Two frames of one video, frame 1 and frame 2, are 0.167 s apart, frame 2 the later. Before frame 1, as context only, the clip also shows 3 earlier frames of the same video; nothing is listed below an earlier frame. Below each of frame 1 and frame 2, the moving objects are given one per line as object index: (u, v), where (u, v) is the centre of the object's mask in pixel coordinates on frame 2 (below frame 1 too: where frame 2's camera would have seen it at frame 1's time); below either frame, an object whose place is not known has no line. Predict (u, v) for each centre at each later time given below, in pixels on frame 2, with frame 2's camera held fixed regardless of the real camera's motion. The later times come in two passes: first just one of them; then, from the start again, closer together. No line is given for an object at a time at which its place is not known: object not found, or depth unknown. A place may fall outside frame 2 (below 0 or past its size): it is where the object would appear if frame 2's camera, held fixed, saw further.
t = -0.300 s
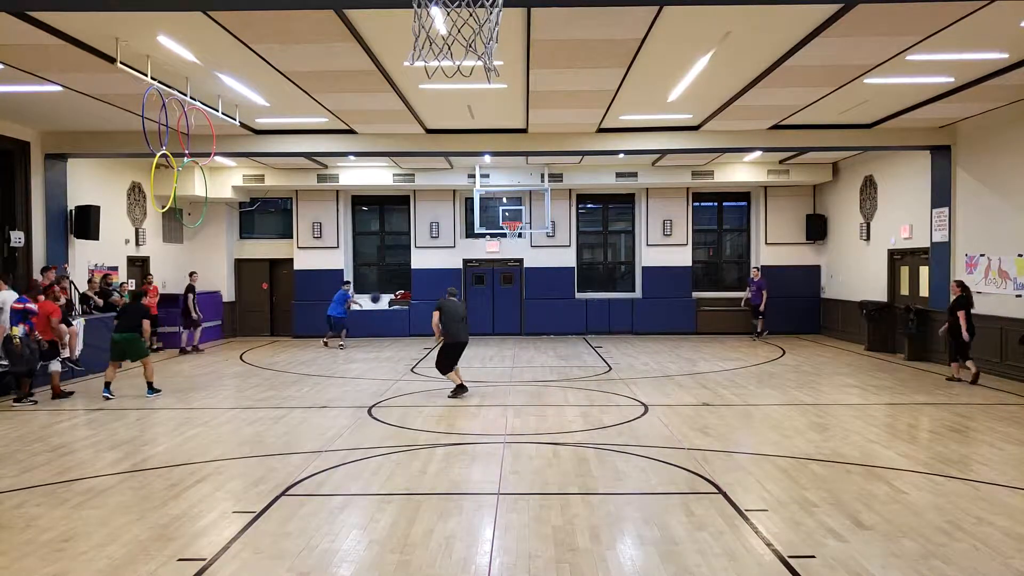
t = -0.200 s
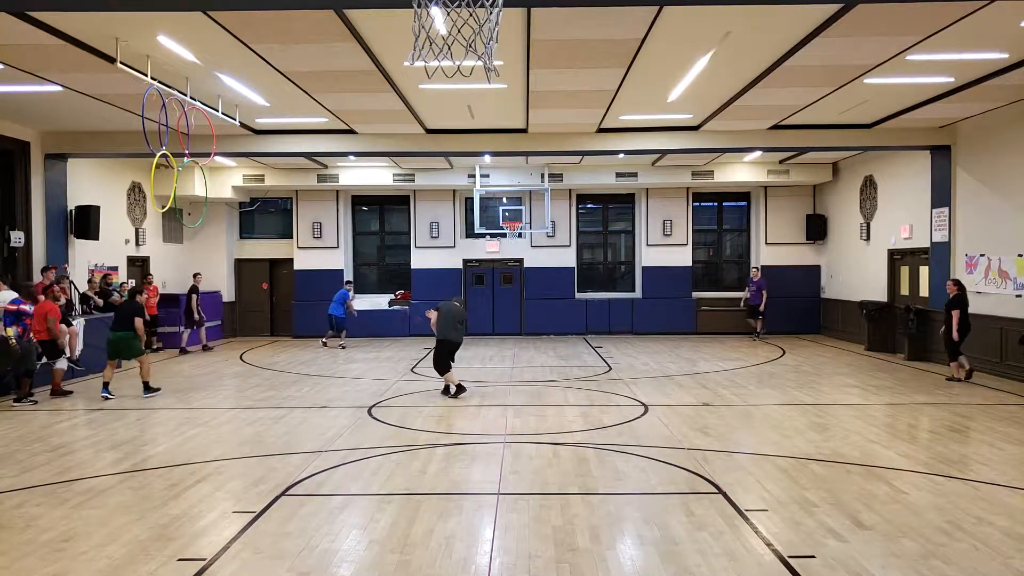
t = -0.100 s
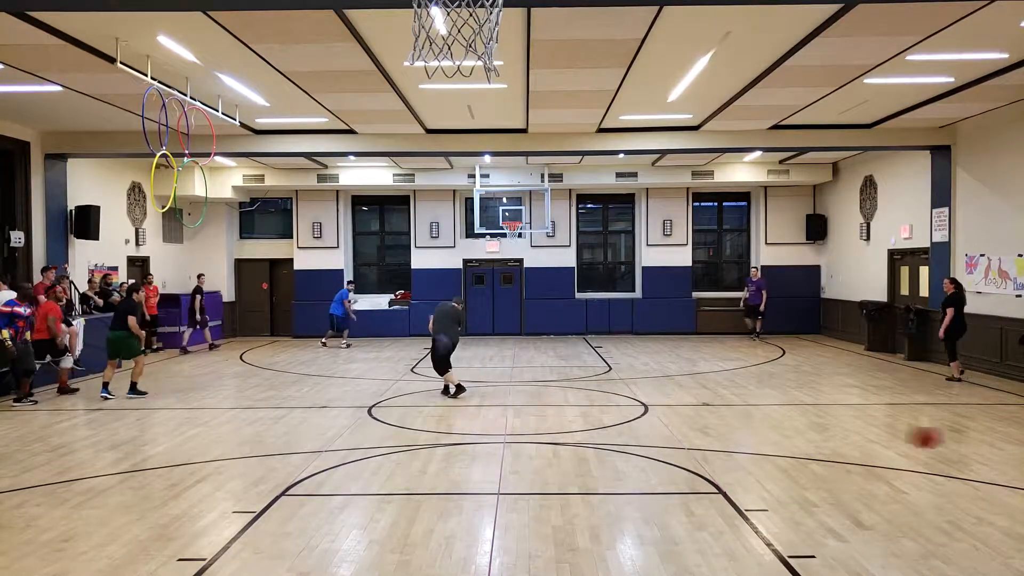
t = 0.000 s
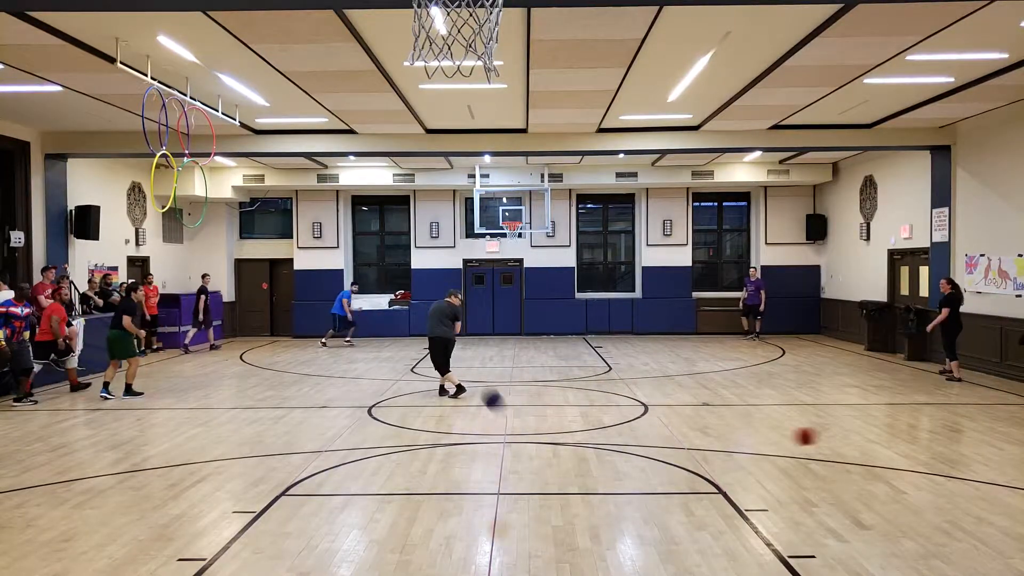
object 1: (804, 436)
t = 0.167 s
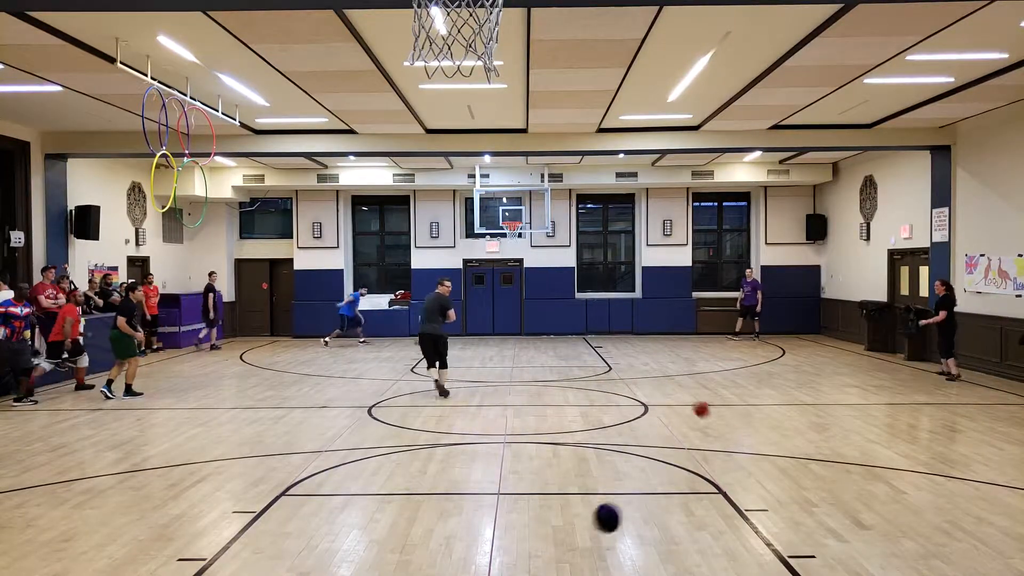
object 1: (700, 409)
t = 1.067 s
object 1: (505, 361)
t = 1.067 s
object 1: (505, 361)
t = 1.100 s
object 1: (501, 363)
